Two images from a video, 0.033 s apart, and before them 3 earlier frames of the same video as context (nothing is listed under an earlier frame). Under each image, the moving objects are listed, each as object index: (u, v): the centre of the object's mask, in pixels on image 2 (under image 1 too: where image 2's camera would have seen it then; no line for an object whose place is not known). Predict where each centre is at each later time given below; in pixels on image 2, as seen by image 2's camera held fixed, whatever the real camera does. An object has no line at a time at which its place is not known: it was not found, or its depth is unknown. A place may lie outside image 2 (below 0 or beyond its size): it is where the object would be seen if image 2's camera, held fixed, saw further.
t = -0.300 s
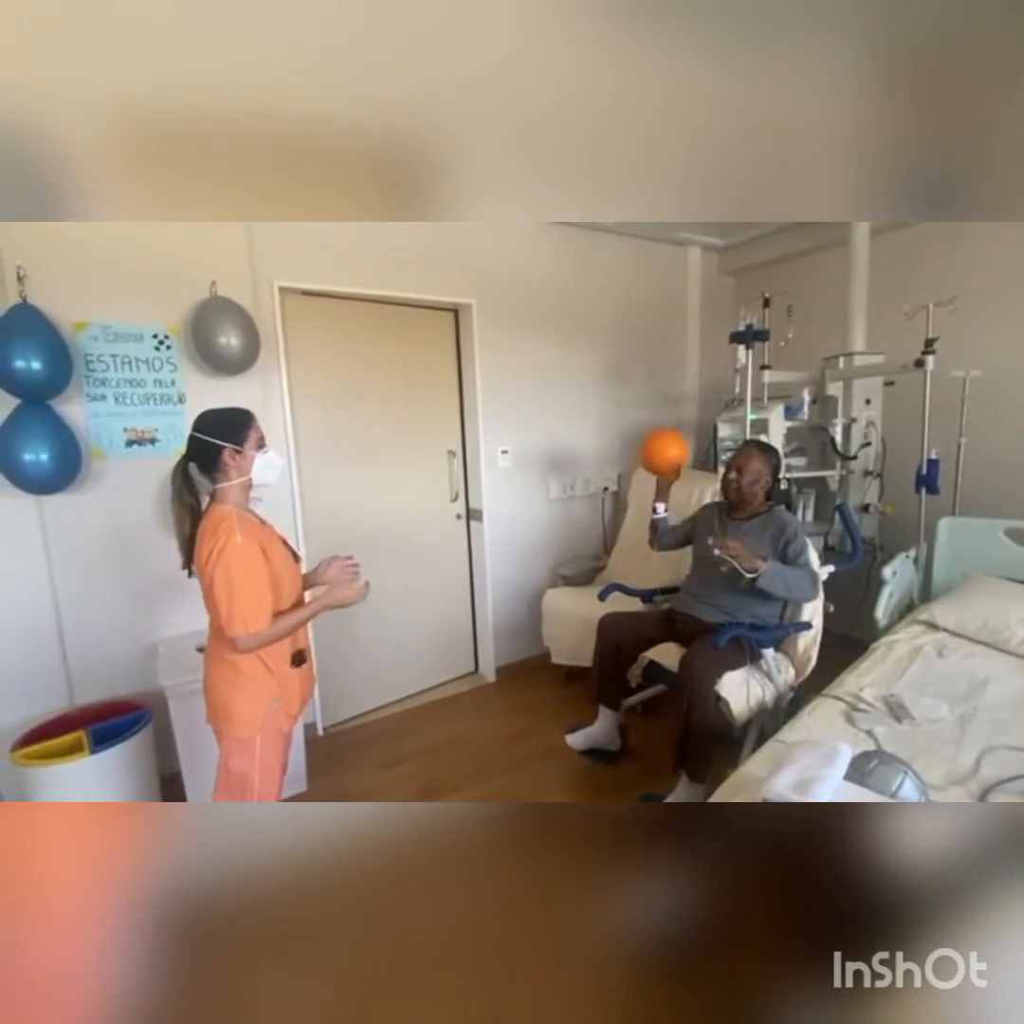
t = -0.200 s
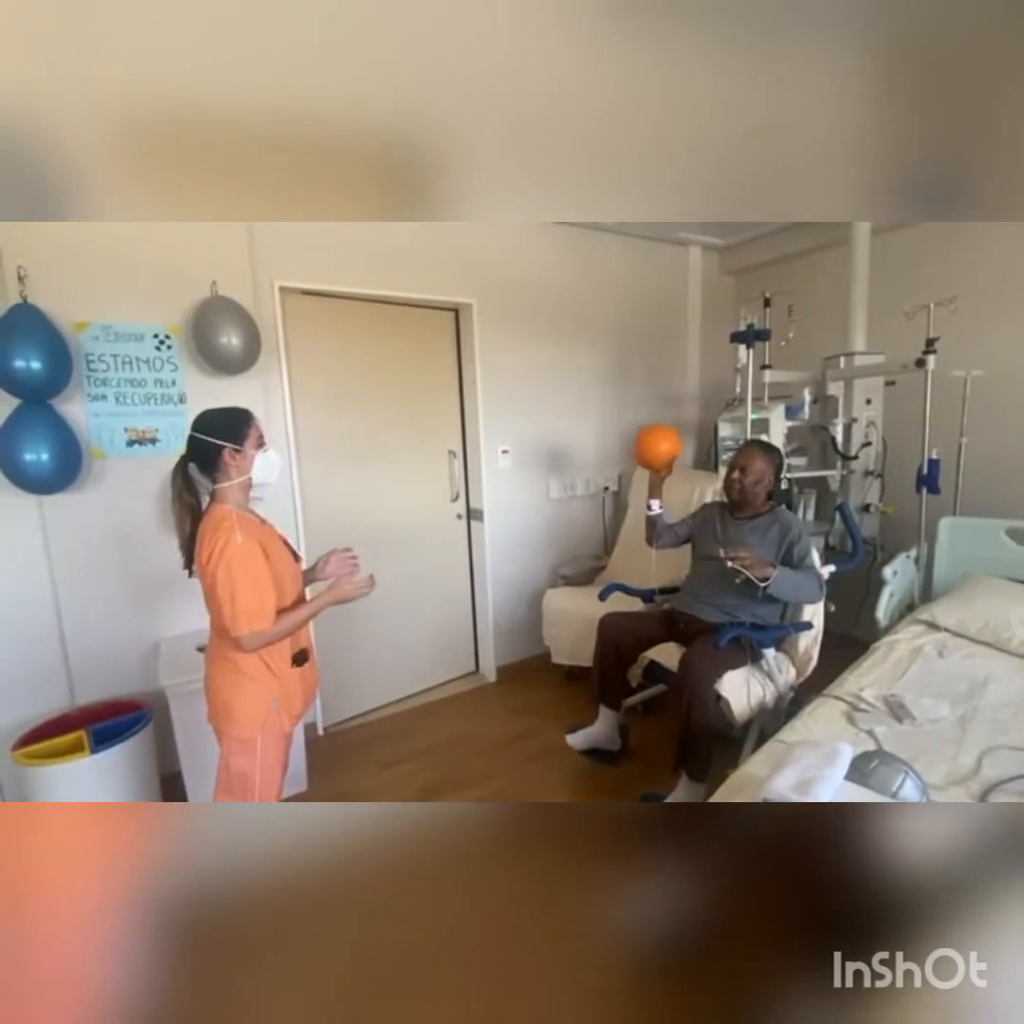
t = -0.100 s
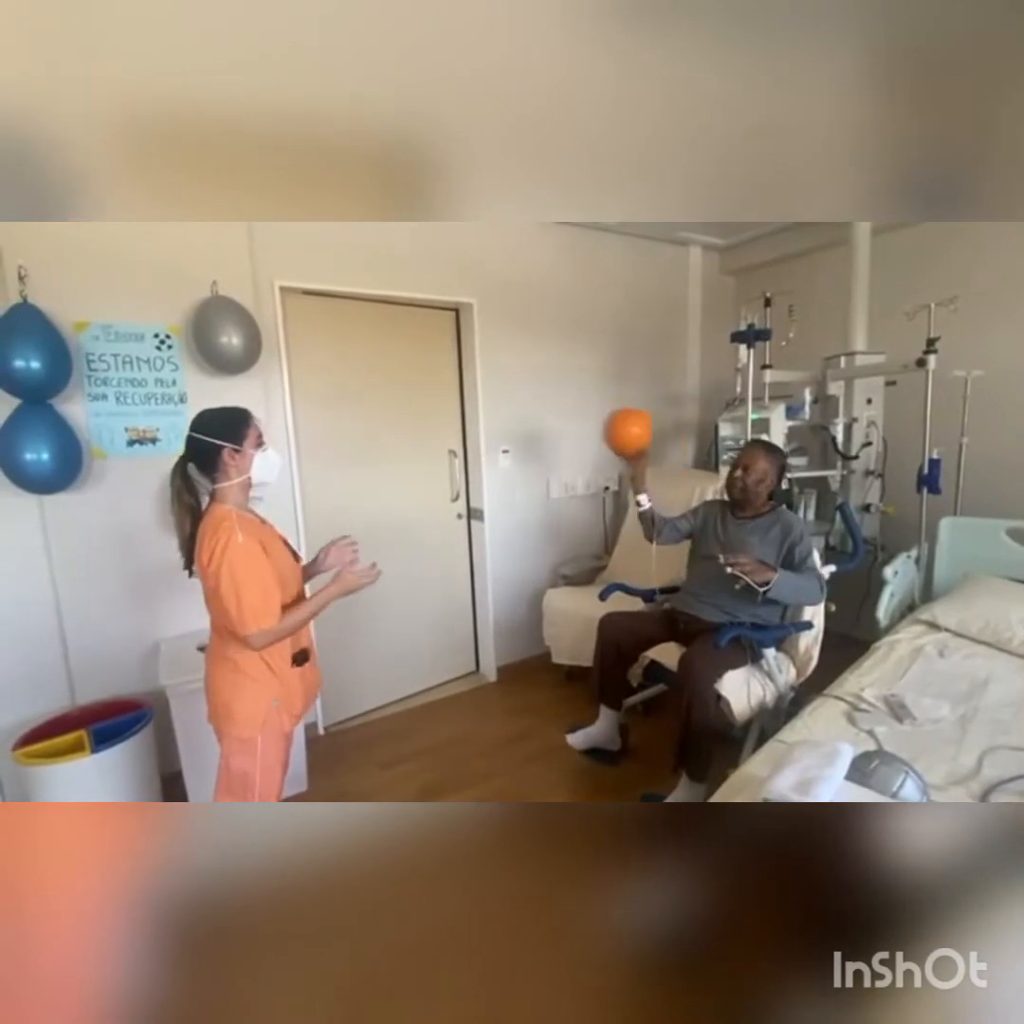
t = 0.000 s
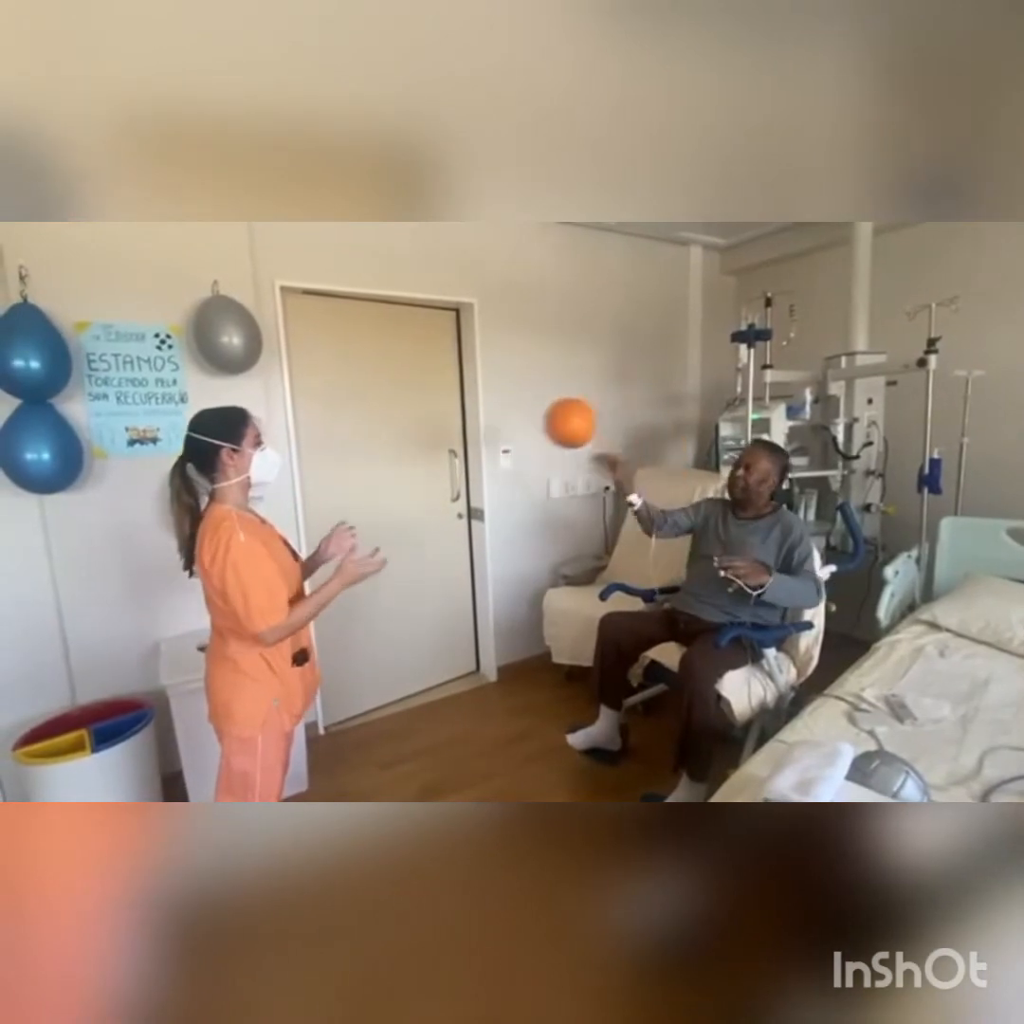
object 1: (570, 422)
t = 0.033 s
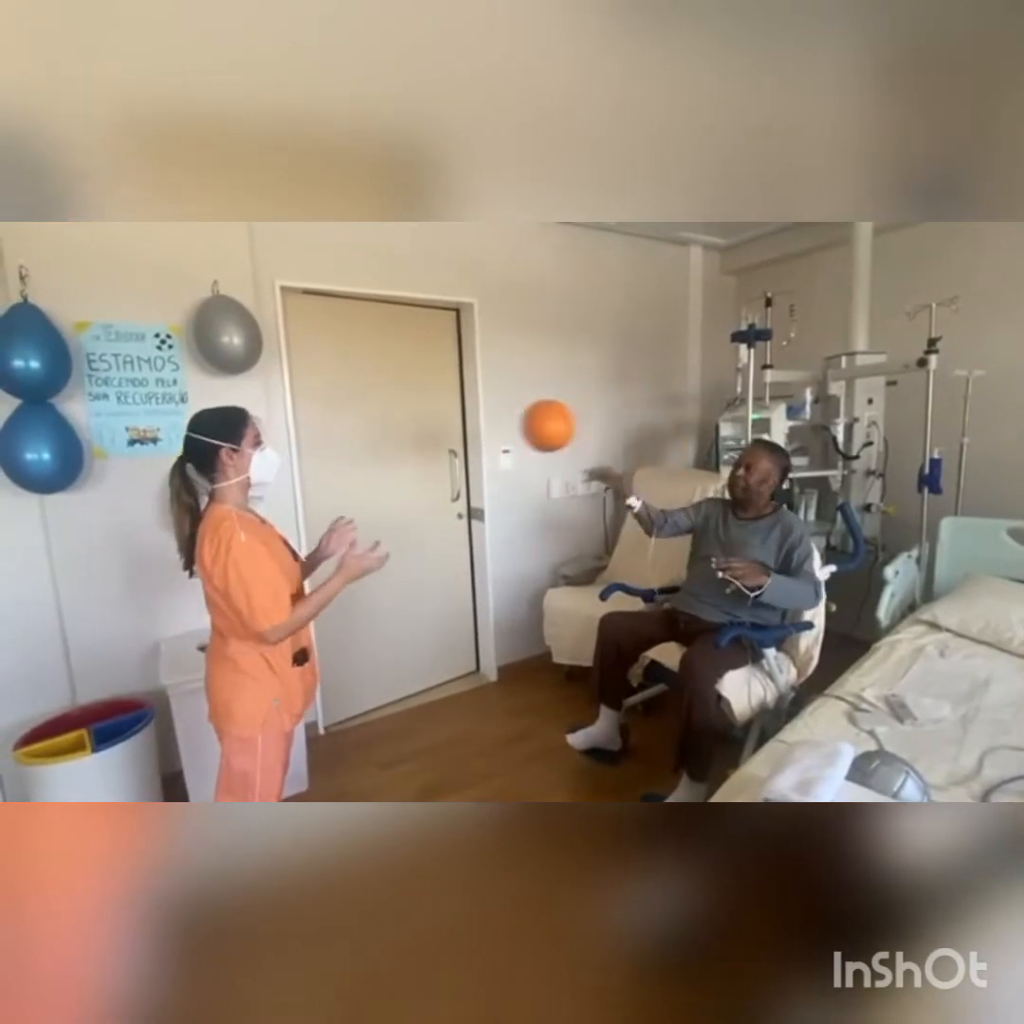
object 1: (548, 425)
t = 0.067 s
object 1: (525, 431)
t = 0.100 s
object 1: (501, 440)
